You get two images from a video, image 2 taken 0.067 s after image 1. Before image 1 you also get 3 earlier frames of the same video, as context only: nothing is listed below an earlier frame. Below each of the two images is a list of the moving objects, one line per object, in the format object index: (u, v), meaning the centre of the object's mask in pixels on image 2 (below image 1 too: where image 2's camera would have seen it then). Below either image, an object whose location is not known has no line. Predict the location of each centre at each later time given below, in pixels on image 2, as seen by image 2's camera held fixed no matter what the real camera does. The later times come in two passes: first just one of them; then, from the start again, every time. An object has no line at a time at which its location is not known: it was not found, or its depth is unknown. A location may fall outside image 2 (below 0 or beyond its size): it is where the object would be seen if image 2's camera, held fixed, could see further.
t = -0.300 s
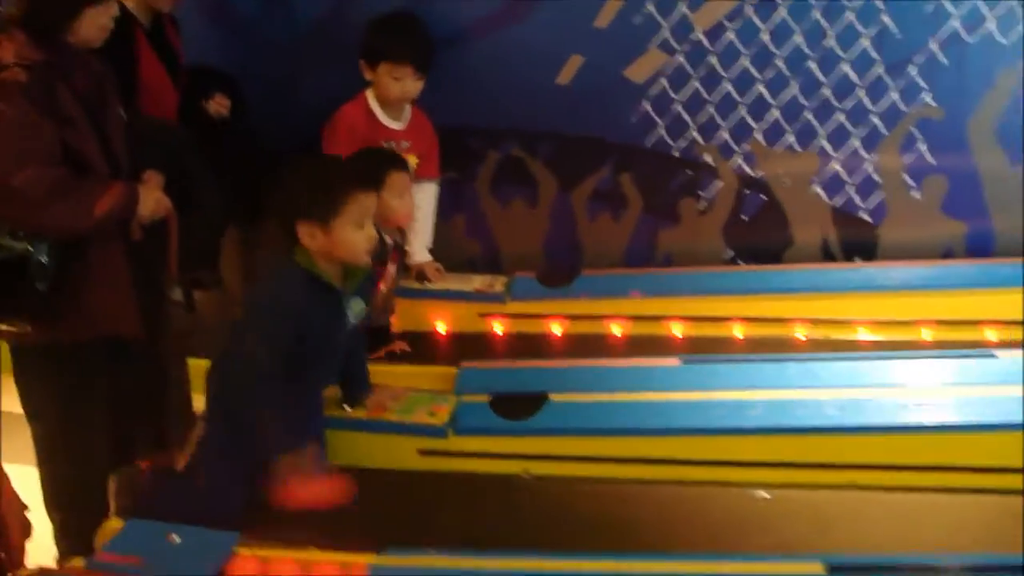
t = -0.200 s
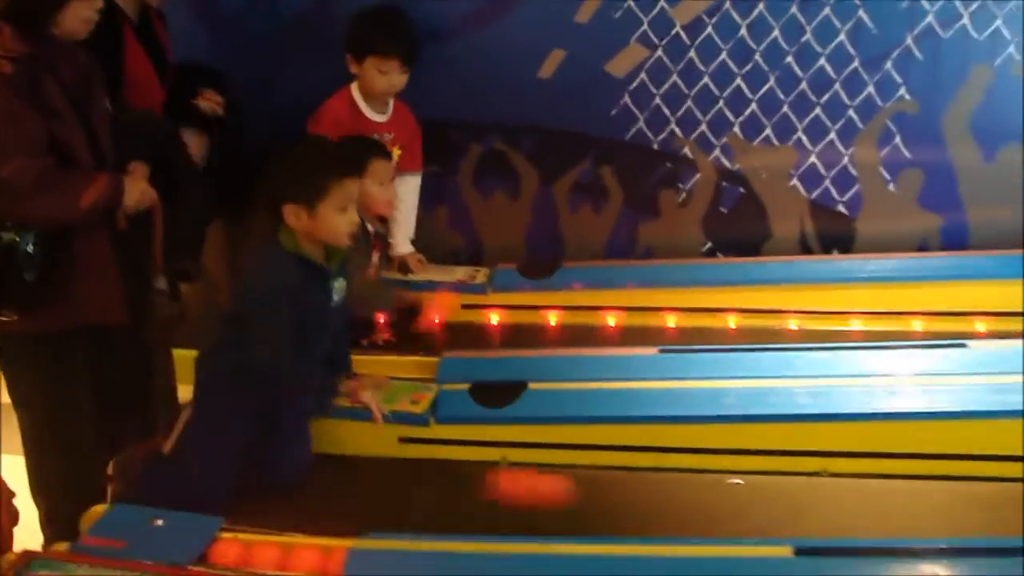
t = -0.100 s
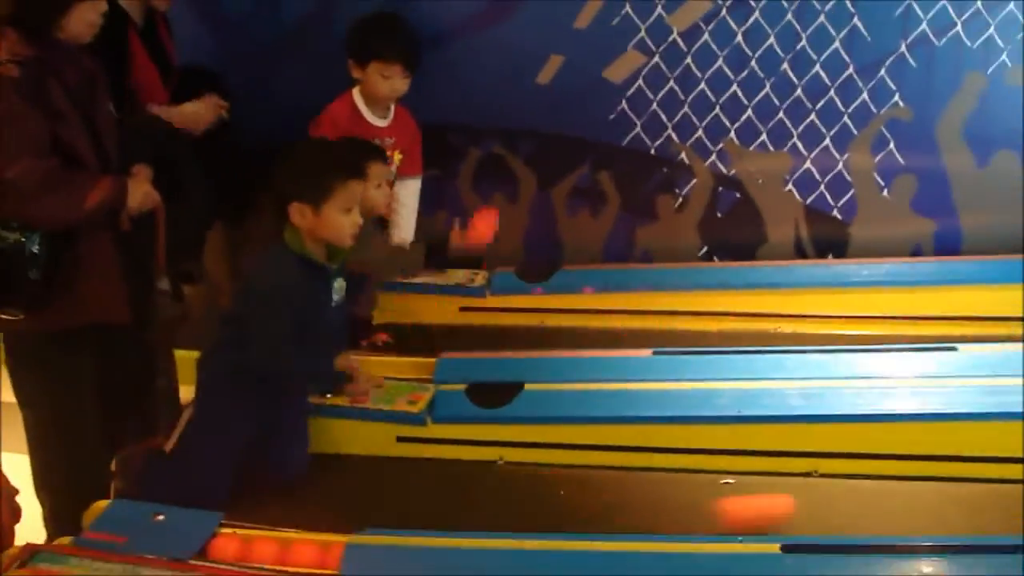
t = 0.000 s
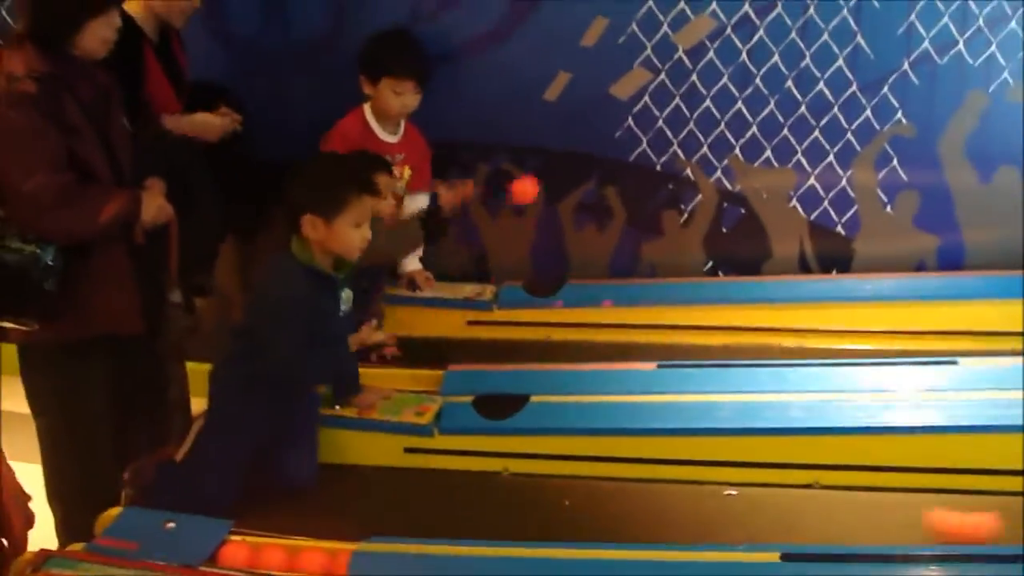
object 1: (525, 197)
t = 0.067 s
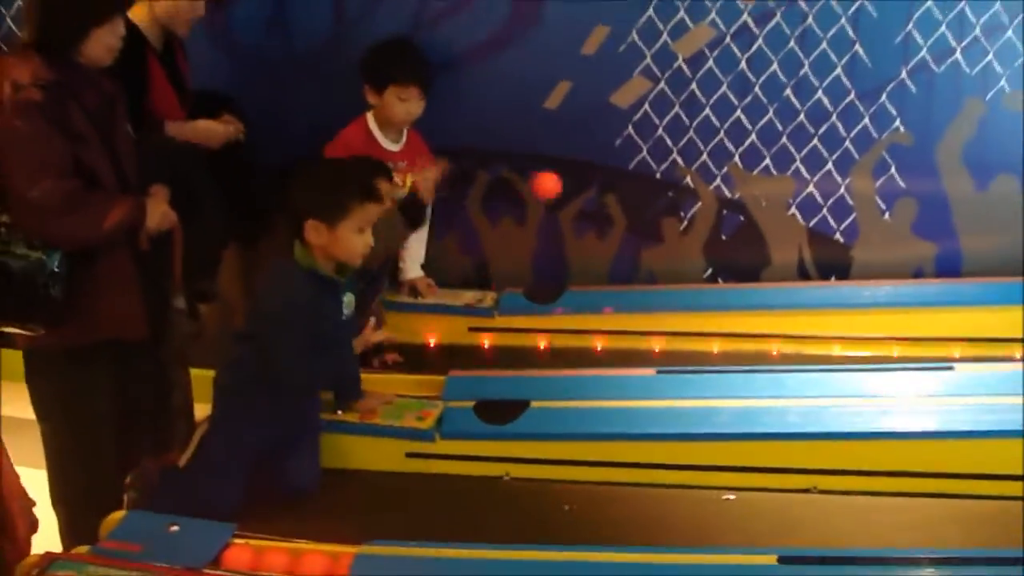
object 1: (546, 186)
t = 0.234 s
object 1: (598, 226)
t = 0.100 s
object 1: (557, 186)
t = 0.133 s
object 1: (568, 190)
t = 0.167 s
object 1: (579, 198)
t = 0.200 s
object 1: (588, 208)
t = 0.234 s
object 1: (598, 226)
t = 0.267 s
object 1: (608, 246)
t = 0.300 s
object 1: (617, 267)
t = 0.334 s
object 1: (626, 293)
